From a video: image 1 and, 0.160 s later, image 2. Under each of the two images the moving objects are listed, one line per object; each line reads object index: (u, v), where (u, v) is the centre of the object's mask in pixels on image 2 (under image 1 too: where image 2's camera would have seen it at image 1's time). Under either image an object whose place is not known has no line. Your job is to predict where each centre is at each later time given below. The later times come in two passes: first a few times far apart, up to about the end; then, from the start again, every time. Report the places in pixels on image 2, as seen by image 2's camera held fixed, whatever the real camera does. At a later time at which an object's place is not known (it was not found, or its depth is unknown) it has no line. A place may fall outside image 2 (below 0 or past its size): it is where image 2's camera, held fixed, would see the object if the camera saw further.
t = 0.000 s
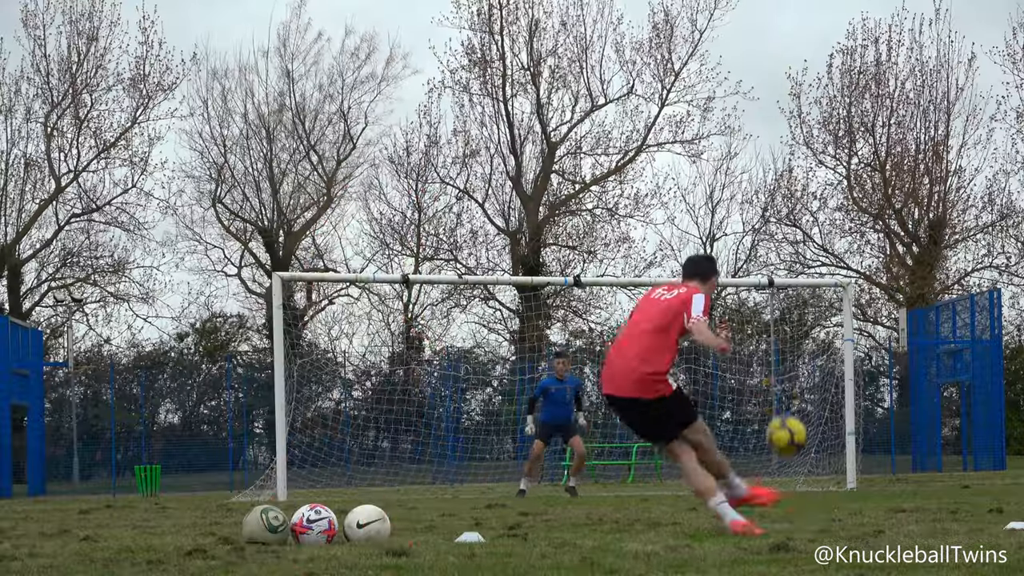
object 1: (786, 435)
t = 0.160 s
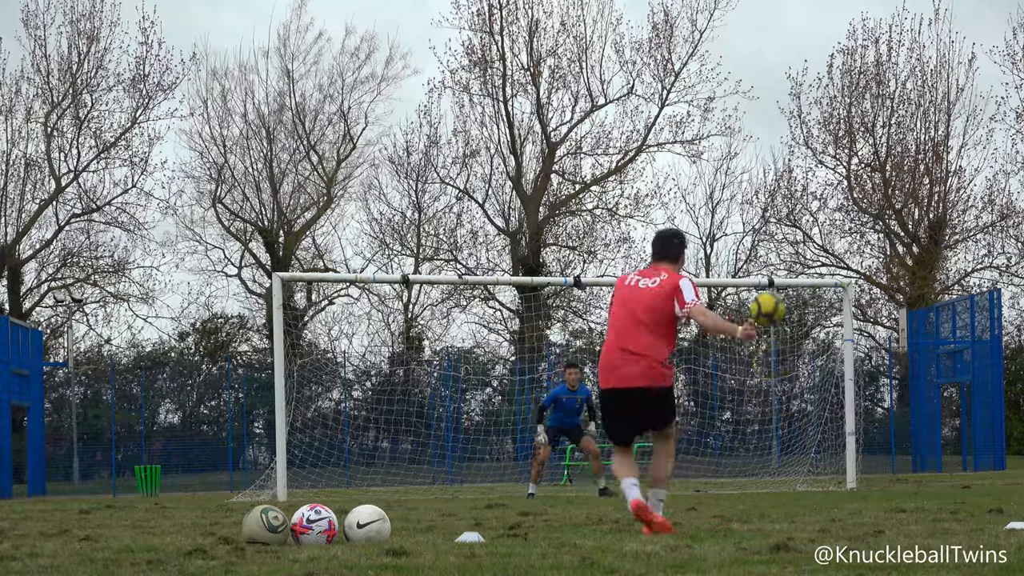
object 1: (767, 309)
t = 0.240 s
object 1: (768, 267)
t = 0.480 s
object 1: (770, 205)
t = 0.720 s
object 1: (759, 234)
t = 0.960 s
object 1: (772, 305)
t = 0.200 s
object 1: (767, 286)
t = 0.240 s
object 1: (768, 267)
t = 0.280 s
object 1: (767, 250)
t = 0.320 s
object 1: (768, 235)
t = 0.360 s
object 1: (768, 222)
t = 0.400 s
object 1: (769, 214)
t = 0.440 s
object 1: (770, 209)
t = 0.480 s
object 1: (770, 205)
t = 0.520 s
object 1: (769, 205)
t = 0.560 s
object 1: (767, 206)
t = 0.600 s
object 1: (764, 210)
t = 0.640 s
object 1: (762, 216)
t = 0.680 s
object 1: (761, 224)
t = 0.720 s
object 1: (759, 234)
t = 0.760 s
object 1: (760, 246)
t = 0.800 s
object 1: (761, 255)
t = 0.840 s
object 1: (763, 266)
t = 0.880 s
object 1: (765, 278)
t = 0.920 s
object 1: (770, 291)
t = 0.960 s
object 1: (772, 305)
